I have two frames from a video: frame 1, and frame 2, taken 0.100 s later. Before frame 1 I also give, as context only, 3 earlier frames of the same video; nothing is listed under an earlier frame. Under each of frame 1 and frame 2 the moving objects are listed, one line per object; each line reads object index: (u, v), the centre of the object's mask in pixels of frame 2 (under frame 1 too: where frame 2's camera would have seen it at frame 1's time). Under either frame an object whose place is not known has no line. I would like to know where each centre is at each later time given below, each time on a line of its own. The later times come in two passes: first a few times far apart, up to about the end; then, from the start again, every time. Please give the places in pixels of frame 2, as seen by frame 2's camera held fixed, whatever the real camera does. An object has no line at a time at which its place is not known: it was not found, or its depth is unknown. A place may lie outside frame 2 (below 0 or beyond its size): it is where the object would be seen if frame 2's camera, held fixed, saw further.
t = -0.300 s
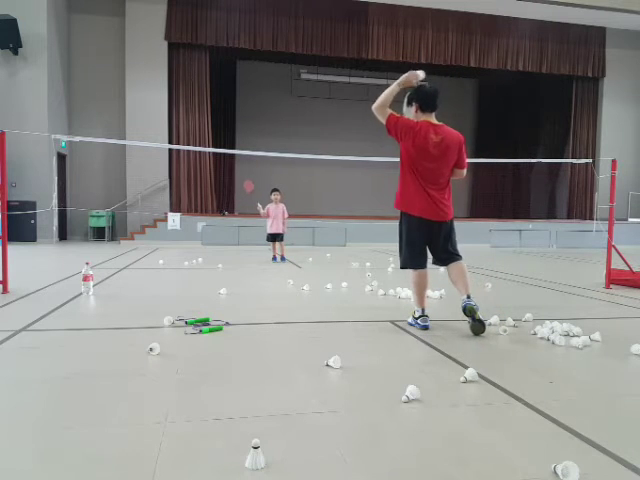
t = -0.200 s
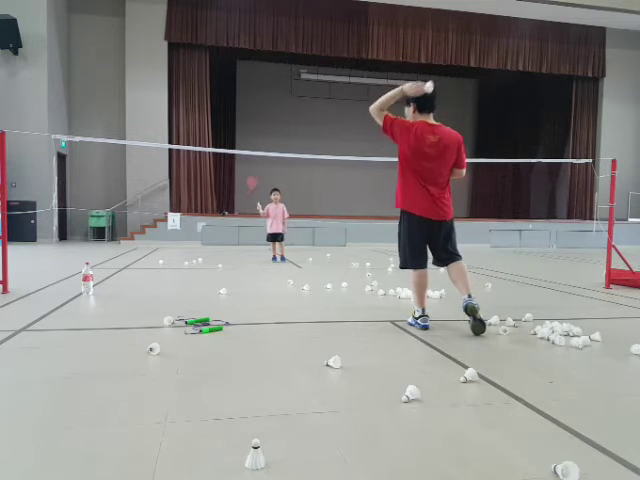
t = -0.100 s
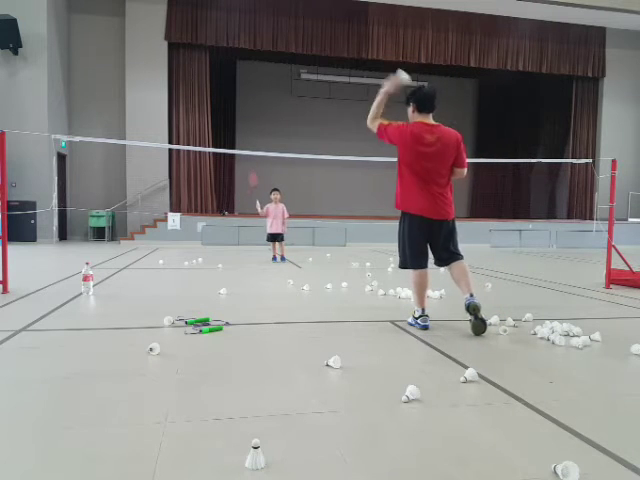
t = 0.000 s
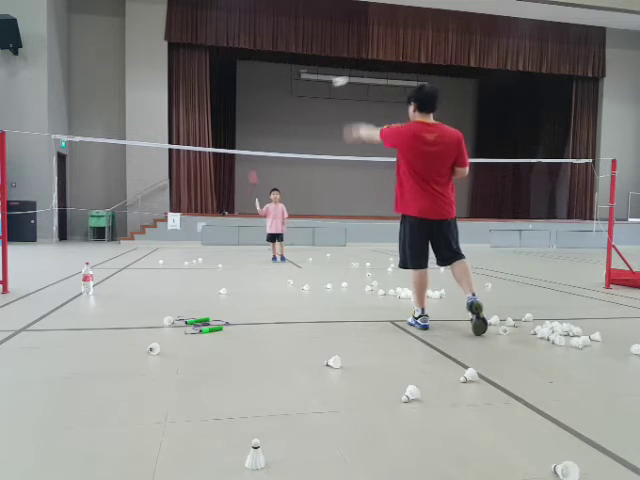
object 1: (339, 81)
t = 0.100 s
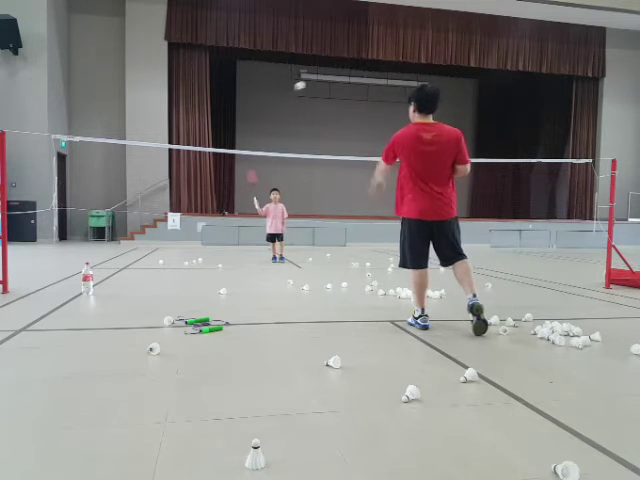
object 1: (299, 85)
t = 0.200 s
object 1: (275, 100)
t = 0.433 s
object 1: (240, 146)
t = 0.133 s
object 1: (290, 90)
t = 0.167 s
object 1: (282, 95)
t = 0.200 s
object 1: (275, 100)
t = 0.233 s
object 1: (268, 105)
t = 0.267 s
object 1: (262, 111)
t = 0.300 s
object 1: (257, 117)
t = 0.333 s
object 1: (252, 124)
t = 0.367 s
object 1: (247, 131)
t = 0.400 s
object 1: (244, 139)
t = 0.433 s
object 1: (240, 146)
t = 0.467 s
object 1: (236, 155)
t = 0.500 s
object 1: (233, 161)
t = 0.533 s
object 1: (231, 170)
